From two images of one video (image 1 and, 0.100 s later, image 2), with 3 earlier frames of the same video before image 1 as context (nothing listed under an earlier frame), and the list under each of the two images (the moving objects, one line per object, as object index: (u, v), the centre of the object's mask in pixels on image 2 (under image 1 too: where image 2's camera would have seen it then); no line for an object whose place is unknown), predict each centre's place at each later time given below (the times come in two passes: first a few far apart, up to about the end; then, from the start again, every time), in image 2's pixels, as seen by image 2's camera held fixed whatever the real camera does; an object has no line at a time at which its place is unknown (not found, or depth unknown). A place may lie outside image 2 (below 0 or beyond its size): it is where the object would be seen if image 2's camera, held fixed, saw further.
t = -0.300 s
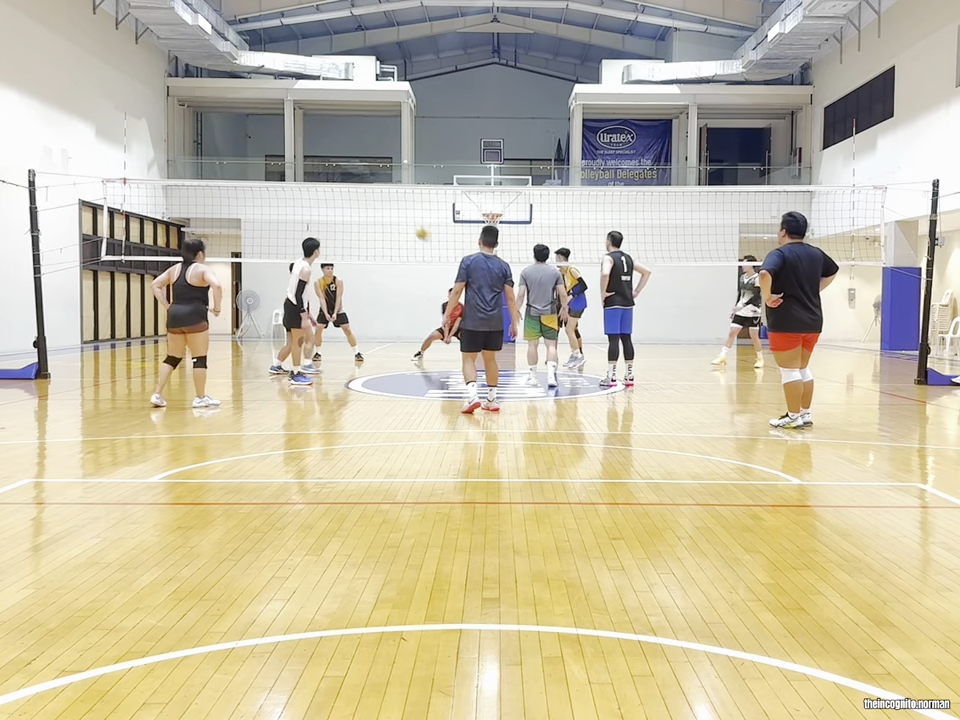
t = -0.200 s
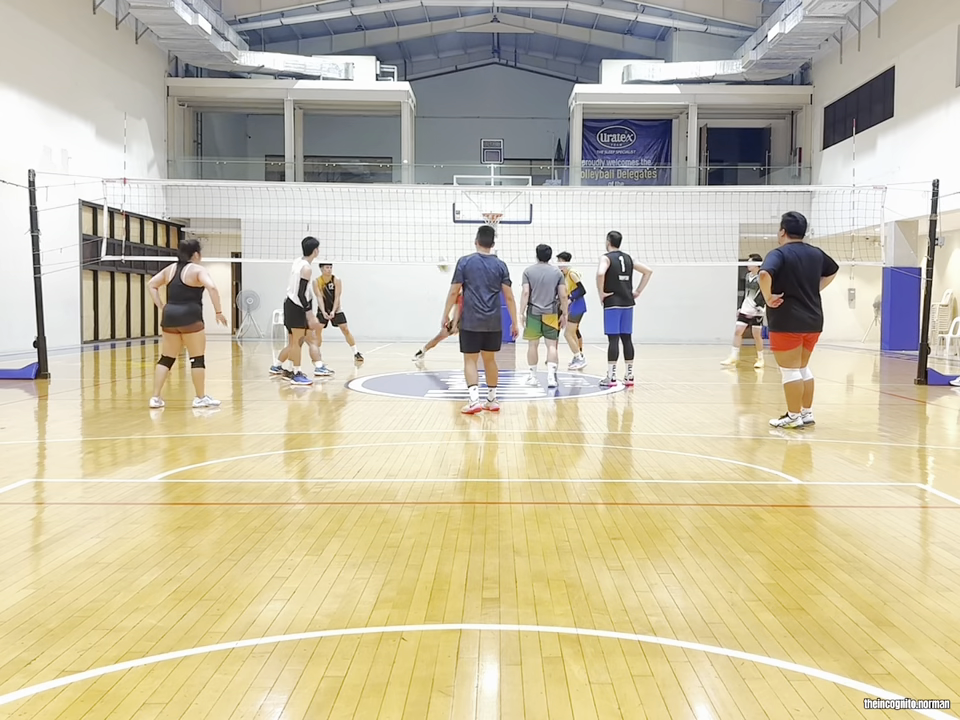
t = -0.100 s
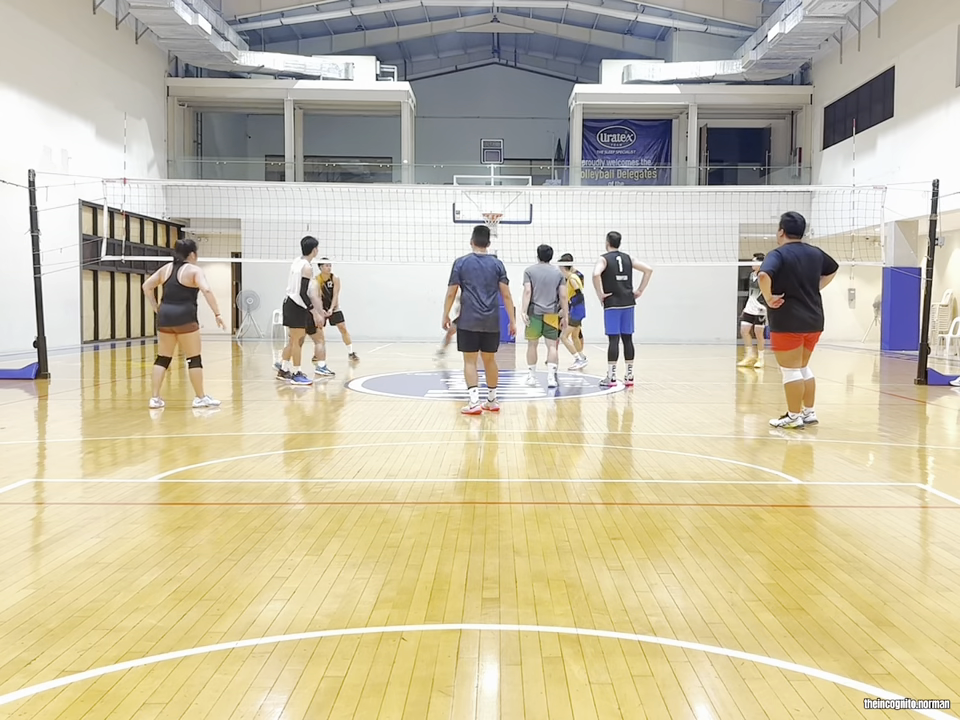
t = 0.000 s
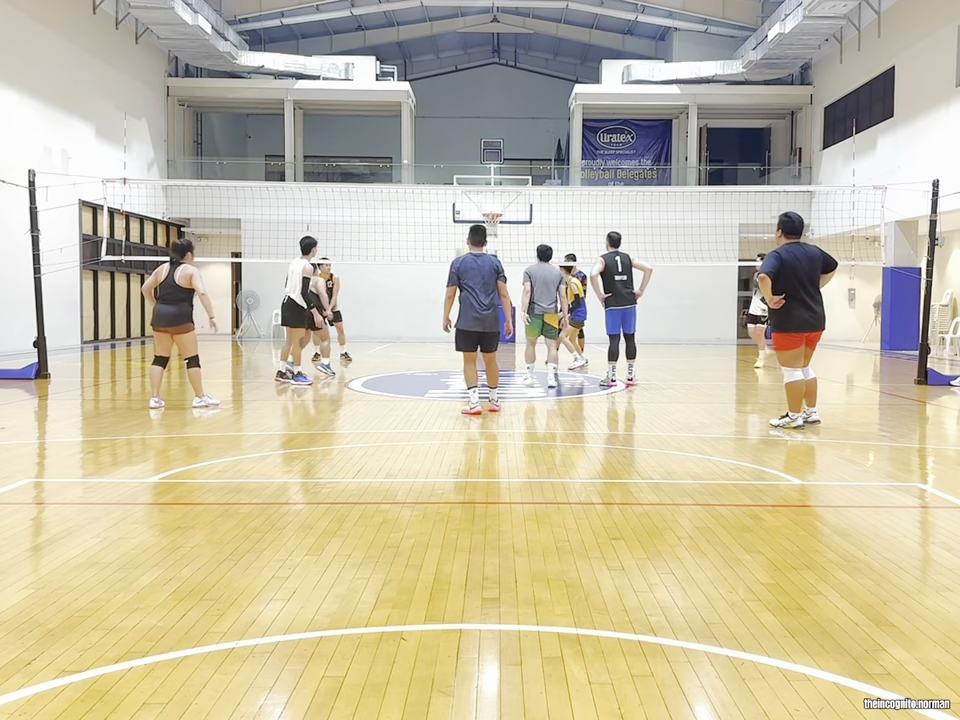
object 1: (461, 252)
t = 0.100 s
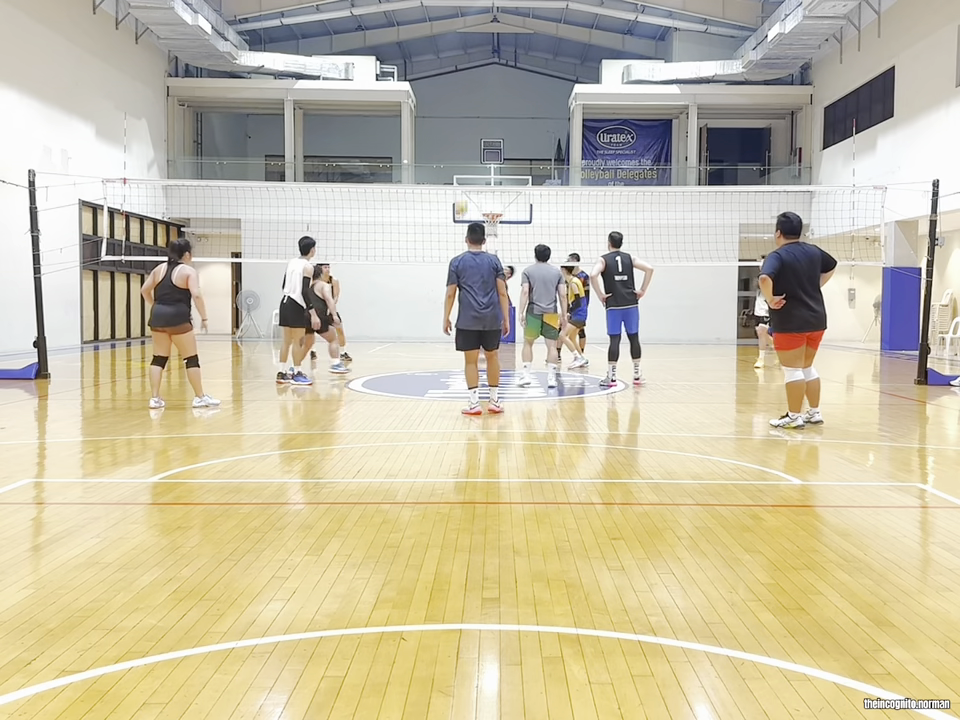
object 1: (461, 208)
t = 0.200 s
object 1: (462, 164)
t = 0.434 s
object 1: (461, 86)
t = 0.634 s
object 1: (461, 42)
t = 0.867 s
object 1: (461, 24)
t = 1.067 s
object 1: (461, 39)
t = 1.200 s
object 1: (461, 67)
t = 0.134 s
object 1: (461, 195)
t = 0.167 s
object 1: (461, 177)
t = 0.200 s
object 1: (462, 164)
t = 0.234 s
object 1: (461, 151)
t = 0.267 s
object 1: (461, 140)
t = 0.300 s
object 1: (461, 128)
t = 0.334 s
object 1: (461, 116)
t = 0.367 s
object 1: (461, 105)
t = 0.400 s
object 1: (461, 96)
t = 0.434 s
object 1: (461, 86)
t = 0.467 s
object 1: (461, 77)
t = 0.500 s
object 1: (461, 69)
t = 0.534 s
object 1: (461, 61)
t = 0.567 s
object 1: (461, 54)
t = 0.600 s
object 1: (461, 48)
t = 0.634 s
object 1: (461, 42)
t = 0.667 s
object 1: (461, 38)
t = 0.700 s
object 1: (461, 34)
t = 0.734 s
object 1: (461, 30)
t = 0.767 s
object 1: (461, 27)
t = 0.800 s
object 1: (461, 25)
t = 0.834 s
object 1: (461, 24)
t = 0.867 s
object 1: (461, 24)
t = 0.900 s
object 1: (461, 24)
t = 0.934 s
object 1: (461, 26)
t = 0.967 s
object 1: (461, 28)
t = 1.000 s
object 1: (461, 31)
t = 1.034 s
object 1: (461, 34)
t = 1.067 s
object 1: (461, 39)
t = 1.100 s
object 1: (461, 44)
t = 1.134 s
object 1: (461, 51)
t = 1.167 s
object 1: (461, 59)
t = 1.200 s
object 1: (461, 67)
